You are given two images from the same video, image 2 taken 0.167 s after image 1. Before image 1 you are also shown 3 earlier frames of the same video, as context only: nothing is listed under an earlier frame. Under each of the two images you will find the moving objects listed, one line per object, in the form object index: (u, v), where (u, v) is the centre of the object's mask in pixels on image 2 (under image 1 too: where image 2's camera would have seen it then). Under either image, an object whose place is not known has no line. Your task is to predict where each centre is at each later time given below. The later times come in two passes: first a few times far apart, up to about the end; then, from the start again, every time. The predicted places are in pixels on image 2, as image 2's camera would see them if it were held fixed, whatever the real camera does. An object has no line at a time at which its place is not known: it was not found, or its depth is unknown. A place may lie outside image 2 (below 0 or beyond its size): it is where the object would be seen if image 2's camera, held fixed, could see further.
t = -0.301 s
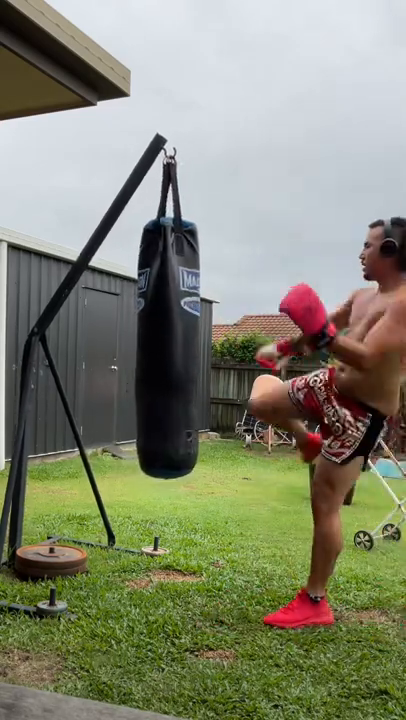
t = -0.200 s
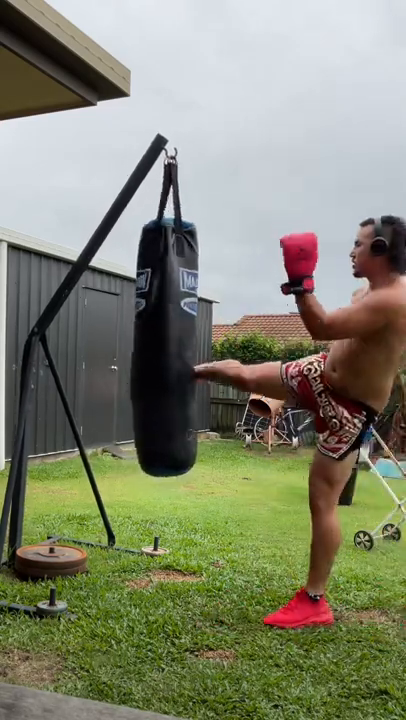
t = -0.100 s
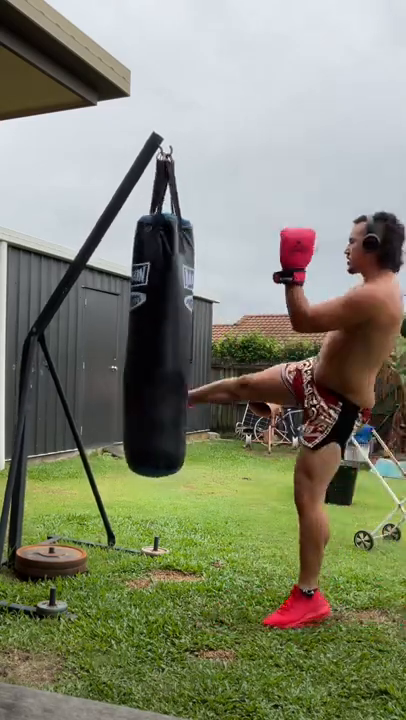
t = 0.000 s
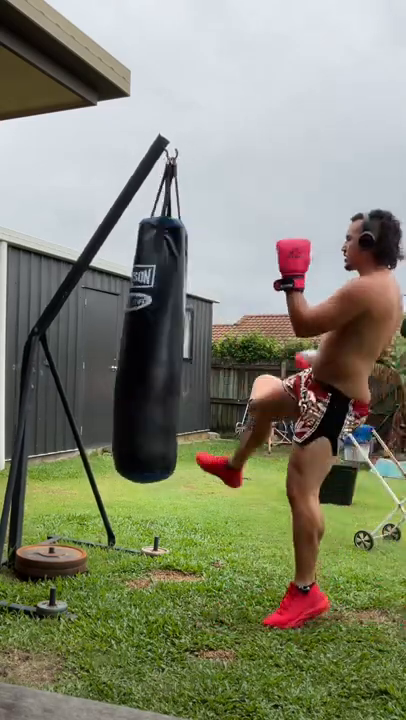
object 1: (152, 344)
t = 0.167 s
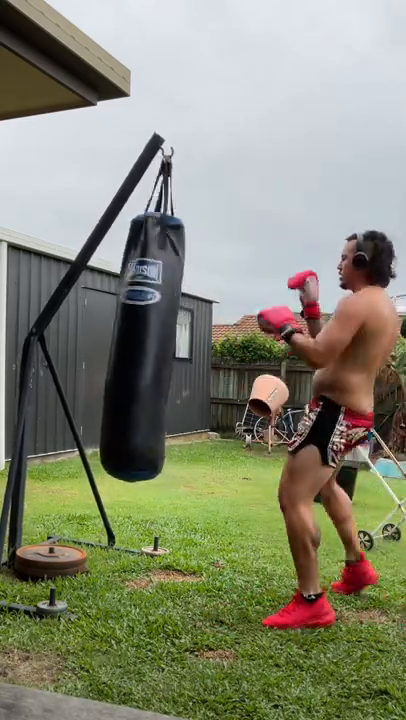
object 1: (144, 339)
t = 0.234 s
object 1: (142, 338)
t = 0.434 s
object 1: (140, 341)
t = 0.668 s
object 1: (148, 344)
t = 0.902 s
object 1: (163, 344)
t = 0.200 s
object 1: (143, 339)
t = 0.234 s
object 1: (142, 338)
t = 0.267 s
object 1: (142, 338)
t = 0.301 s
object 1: (141, 339)
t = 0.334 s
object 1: (140, 340)
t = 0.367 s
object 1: (140, 341)
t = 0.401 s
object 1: (140, 341)
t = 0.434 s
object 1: (140, 341)
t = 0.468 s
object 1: (140, 342)
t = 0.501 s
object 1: (141, 343)
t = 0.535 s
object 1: (142, 343)
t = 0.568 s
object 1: (143, 343)
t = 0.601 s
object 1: (145, 344)
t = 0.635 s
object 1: (147, 344)
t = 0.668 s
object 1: (148, 344)
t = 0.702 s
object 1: (150, 344)
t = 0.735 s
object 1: (152, 344)
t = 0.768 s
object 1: (154, 344)
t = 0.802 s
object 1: (156, 344)
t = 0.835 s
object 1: (158, 344)
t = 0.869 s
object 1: (161, 344)
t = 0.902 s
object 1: (163, 344)
